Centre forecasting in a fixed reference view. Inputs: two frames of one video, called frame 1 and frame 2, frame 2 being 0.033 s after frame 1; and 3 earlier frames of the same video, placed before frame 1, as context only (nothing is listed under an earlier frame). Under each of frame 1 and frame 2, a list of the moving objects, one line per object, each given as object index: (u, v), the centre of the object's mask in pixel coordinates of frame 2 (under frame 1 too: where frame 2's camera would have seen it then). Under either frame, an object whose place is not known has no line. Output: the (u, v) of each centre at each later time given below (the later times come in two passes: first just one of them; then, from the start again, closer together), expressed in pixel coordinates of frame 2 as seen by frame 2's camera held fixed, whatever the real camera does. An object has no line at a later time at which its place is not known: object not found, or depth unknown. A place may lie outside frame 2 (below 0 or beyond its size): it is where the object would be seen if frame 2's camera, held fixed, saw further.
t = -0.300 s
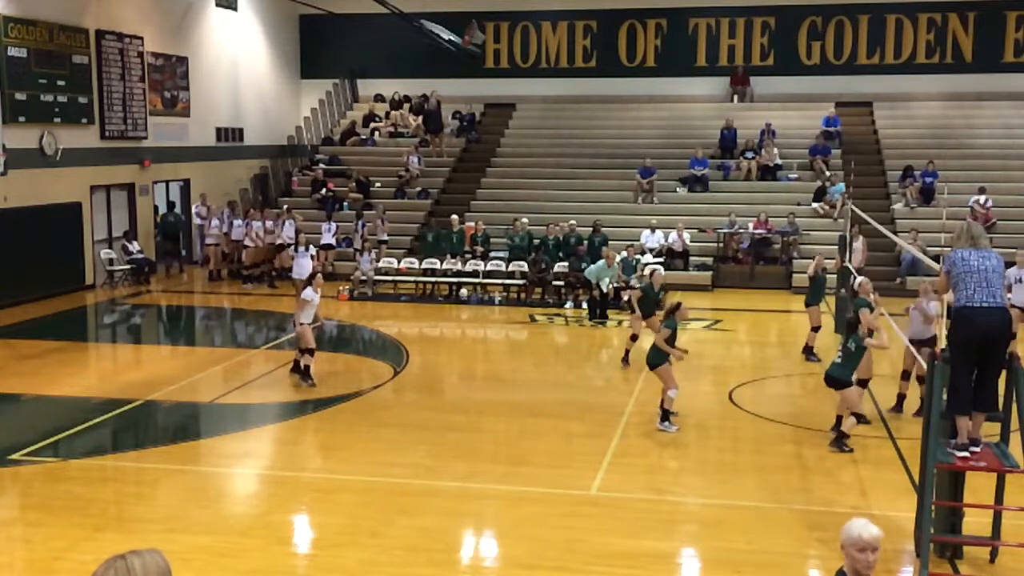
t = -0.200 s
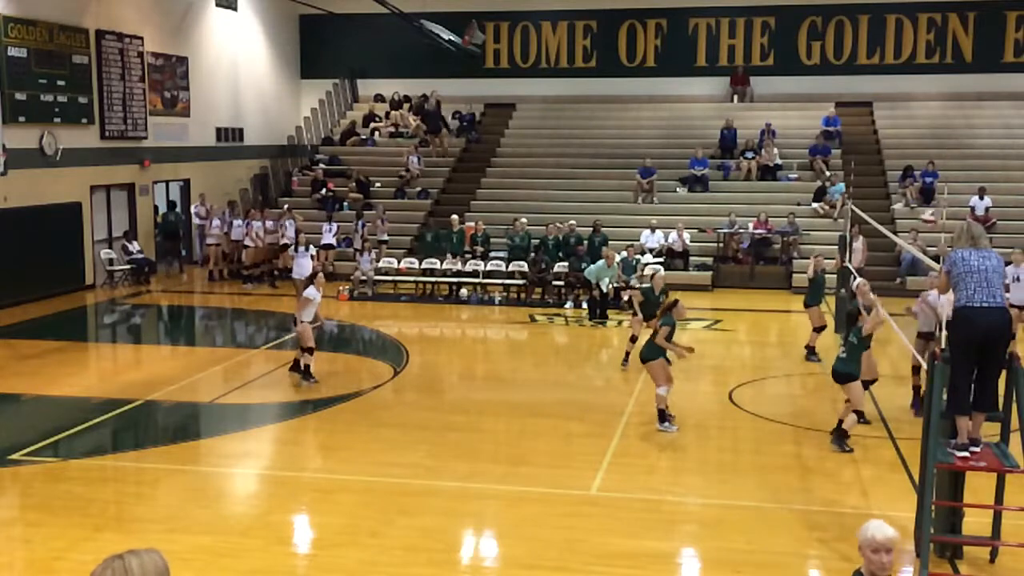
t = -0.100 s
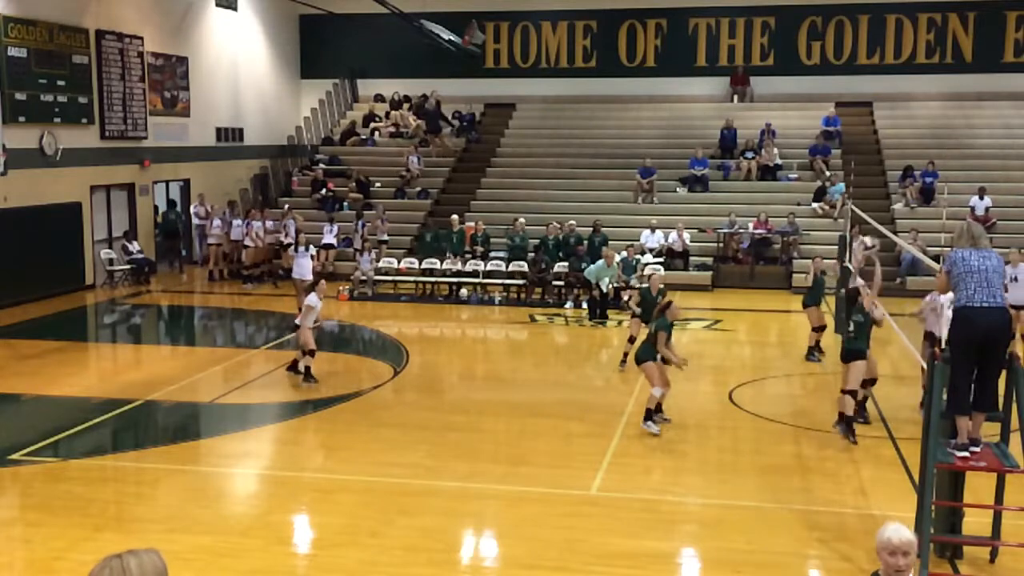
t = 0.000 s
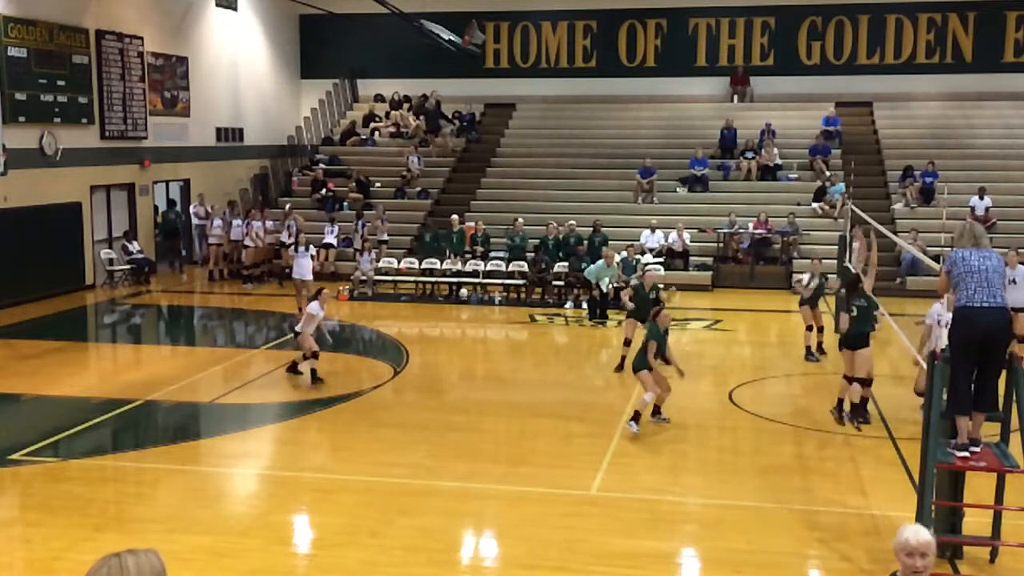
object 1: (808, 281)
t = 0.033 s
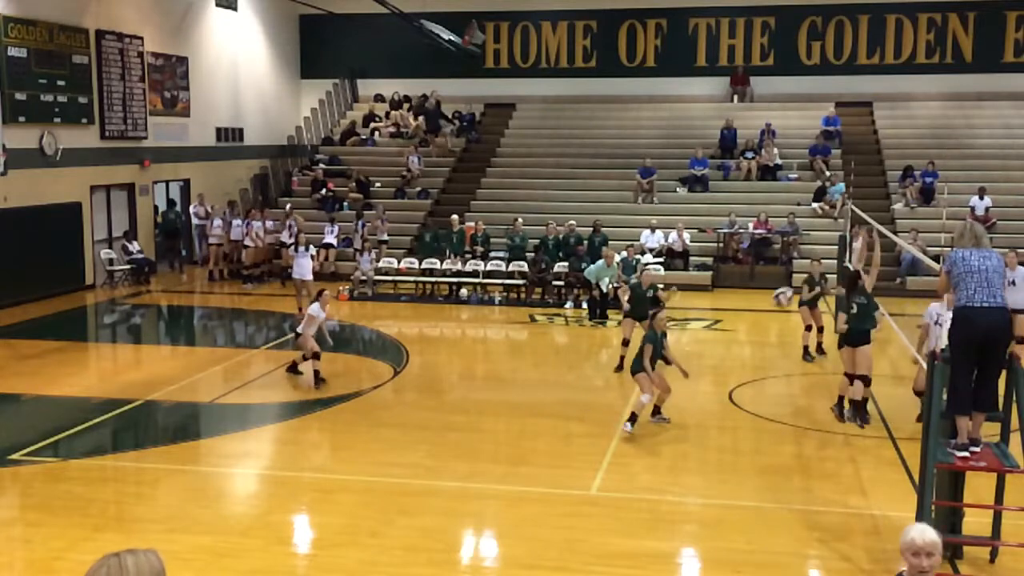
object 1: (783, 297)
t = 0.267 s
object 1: (621, 437)
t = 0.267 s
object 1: (621, 437)
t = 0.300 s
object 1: (597, 463)
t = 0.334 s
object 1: (573, 490)
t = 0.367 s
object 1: (555, 493)
